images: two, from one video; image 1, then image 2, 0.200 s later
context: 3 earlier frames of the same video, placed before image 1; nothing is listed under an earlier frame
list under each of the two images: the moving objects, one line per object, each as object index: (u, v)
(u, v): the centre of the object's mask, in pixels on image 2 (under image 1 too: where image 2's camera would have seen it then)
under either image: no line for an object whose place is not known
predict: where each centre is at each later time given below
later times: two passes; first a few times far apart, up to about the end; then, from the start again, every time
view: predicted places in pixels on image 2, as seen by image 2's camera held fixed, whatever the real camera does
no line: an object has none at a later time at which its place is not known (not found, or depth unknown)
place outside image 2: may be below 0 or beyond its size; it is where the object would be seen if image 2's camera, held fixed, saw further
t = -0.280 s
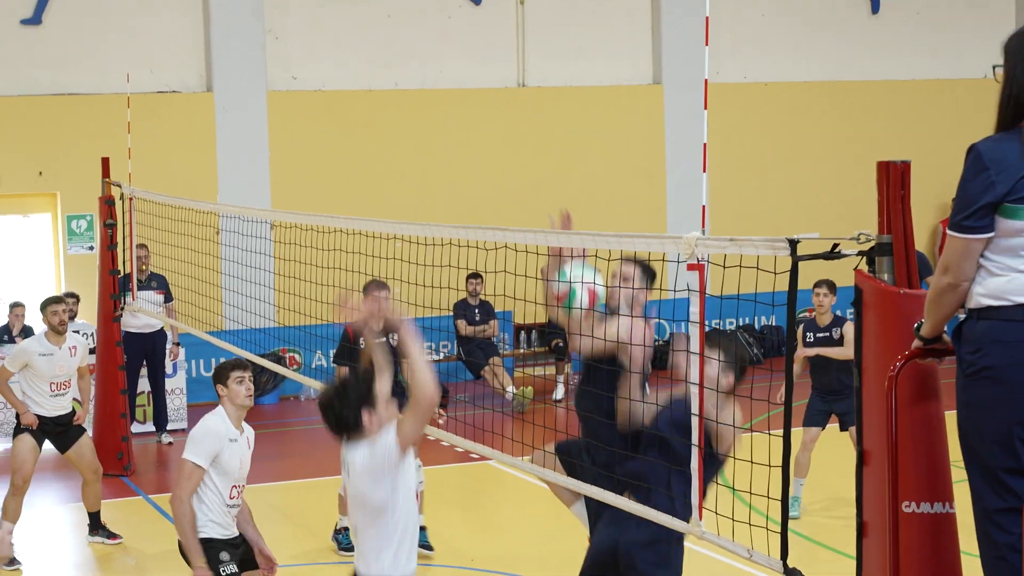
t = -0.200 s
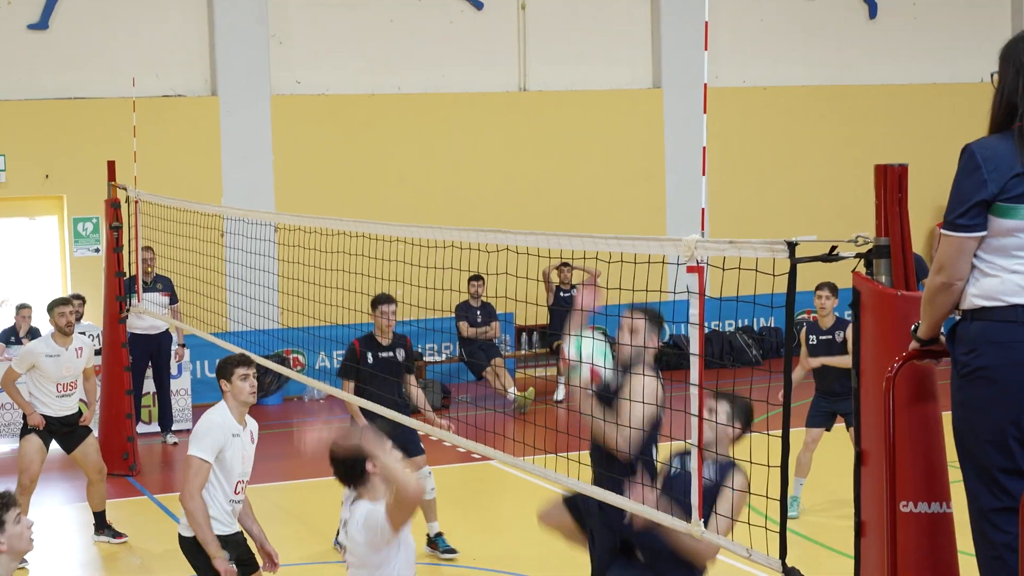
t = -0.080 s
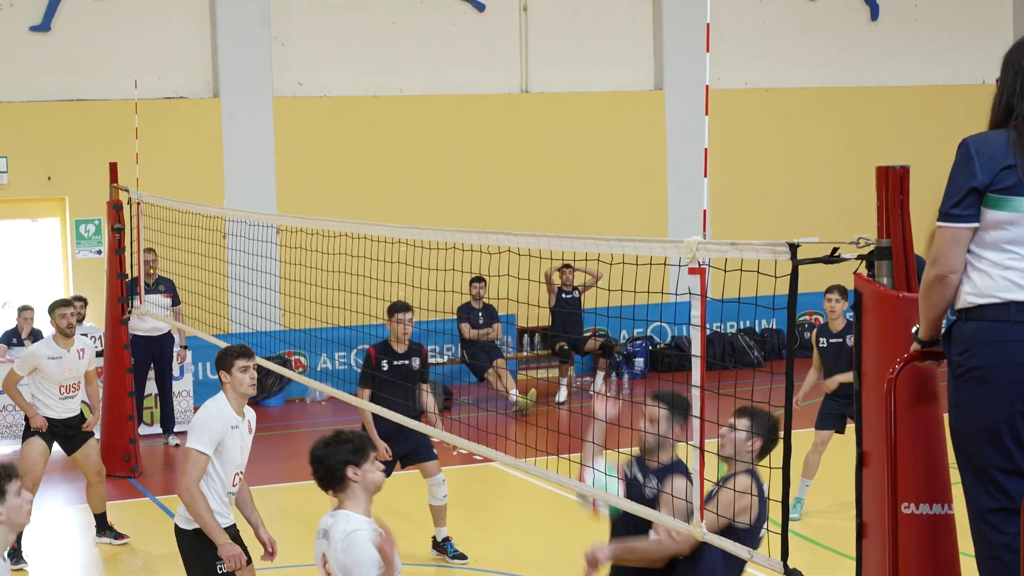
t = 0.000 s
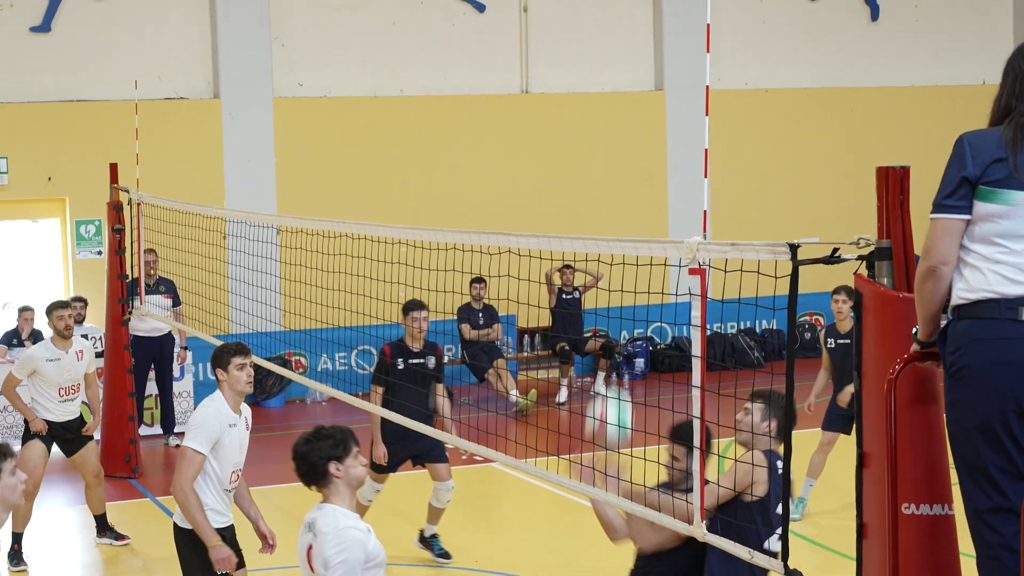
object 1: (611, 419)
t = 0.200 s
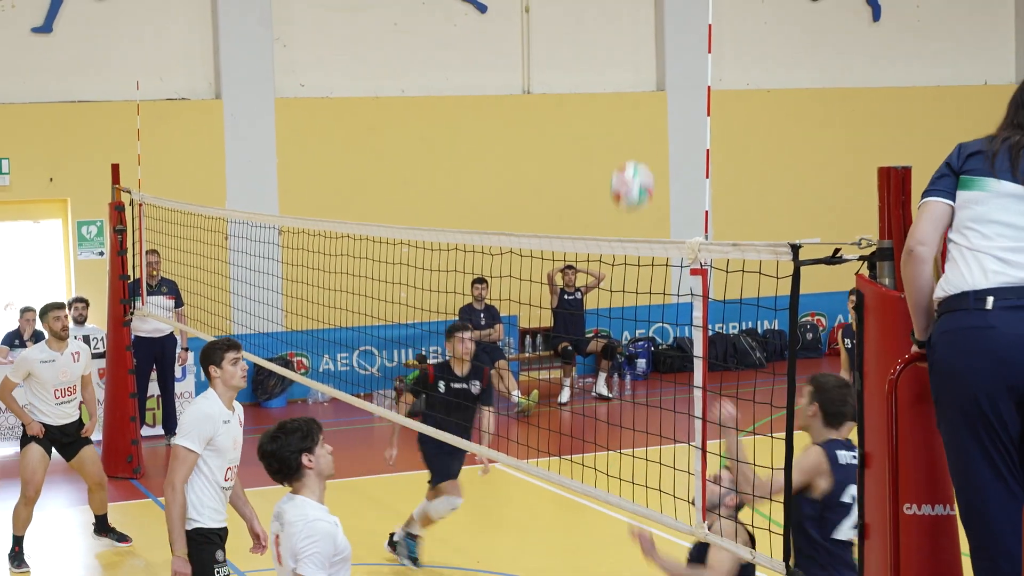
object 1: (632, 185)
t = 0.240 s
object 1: (636, 154)
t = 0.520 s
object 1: (659, 50)
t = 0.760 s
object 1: (676, 80)
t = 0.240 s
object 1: (636, 154)
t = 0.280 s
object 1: (639, 128)
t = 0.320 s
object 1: (643, 106)
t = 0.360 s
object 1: (647, 88)
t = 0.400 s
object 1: (650, 73)
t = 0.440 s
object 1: (653, 62)
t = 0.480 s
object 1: (656, 54)
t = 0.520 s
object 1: (659, 50)
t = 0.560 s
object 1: (663, 49)
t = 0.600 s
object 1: (665, 50)
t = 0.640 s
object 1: (668, 54)
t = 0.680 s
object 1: (671, 60)
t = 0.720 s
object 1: (673, 69)
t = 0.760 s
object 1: (676, 80)
